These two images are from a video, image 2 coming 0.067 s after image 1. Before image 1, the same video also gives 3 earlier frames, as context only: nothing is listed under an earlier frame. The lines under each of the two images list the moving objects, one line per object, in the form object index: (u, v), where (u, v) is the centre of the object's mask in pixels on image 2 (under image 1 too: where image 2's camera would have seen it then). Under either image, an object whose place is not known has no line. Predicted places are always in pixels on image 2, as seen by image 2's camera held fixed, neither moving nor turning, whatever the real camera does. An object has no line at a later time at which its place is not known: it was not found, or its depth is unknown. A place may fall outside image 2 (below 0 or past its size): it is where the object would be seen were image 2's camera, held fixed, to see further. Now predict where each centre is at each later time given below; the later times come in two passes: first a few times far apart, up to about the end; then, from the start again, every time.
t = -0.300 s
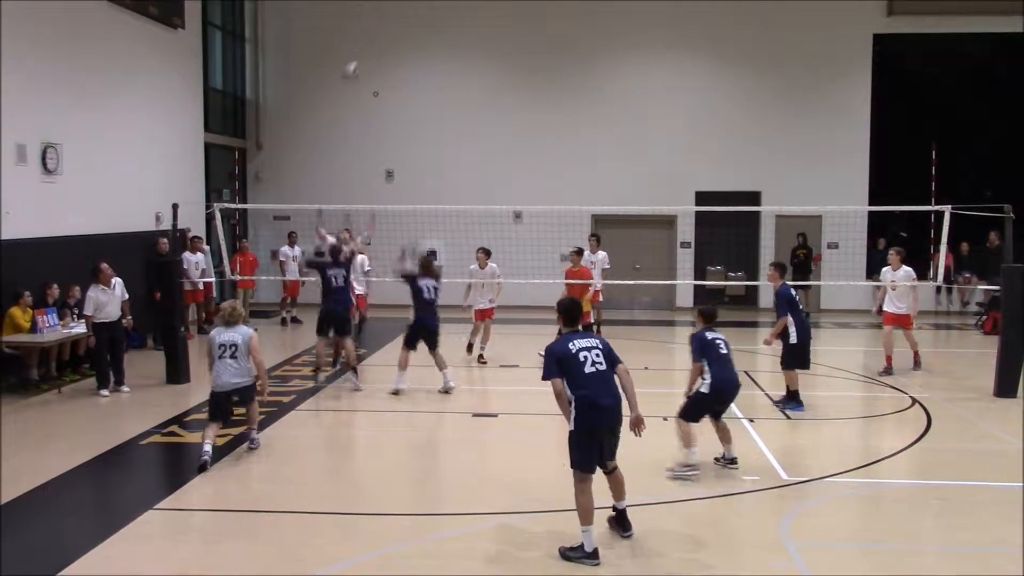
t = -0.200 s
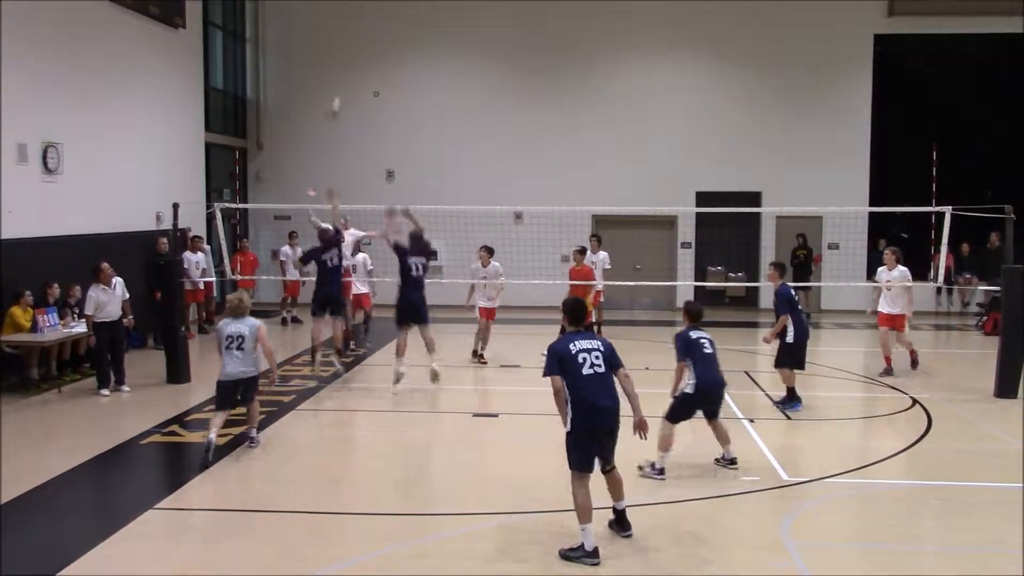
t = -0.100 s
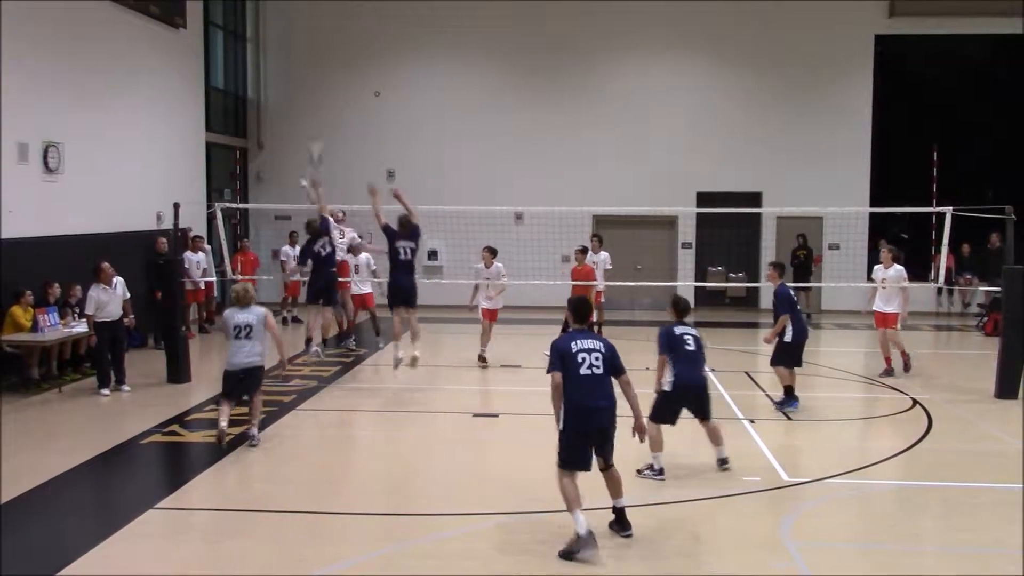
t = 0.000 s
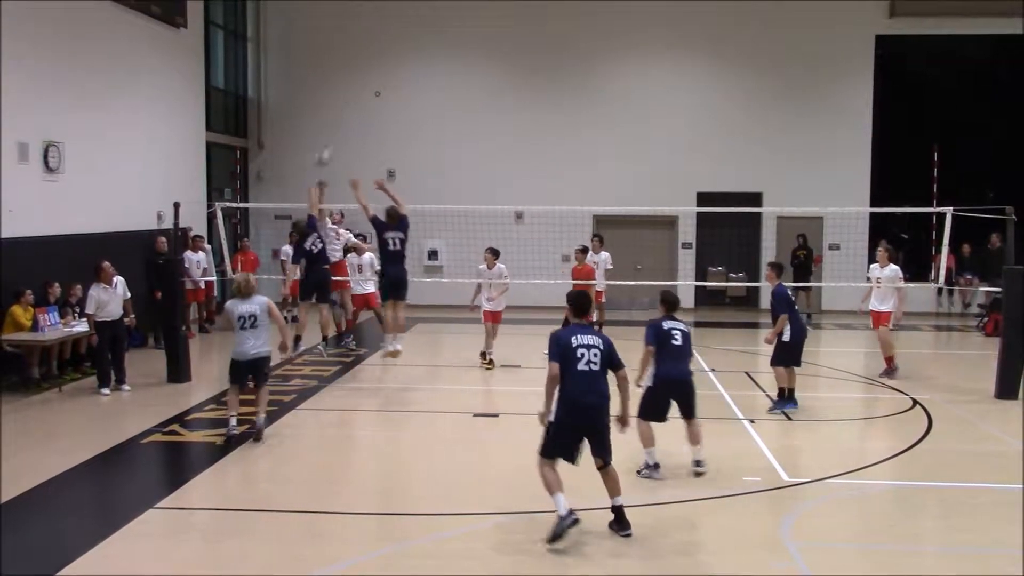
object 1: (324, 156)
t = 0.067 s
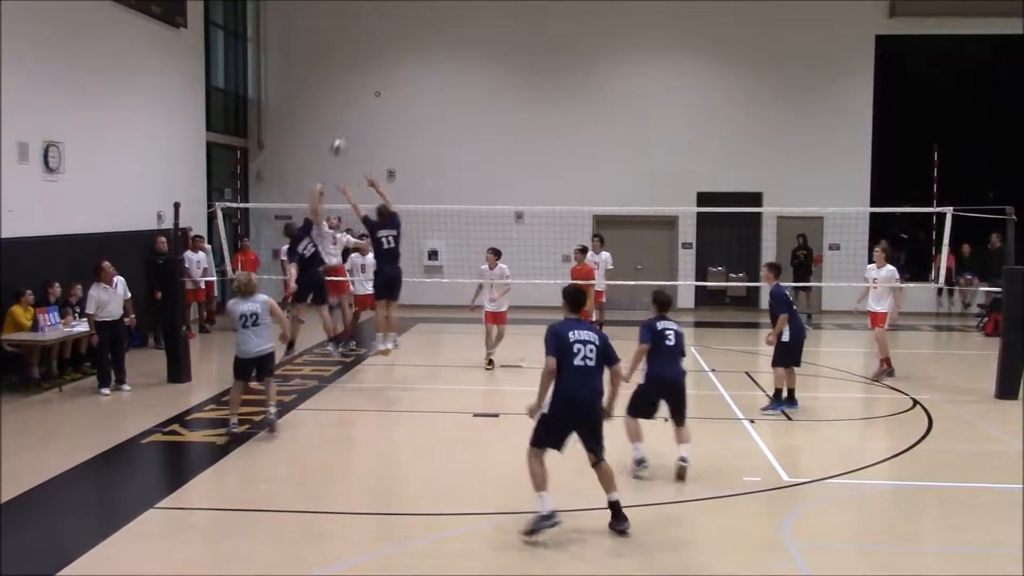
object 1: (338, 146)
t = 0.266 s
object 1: (382, 127)
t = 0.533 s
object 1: (437, 147)
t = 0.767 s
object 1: (485, 203)
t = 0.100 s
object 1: (343, 141)
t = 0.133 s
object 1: (351, 135)
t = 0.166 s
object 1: (358, 132)
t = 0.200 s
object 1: (365, 129)
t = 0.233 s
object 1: (372, 128)
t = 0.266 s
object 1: (382, 127)
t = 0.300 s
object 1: (387, 127)
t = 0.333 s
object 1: (395, 127)
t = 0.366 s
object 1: (401, 128)
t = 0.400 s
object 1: (409, 131)
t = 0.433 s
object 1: (417, 134)
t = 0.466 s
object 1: (425, 137)
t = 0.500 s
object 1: (431, 142)
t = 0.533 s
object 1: (437, 147)
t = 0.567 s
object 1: (444, 153)
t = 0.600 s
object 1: (452, 160)
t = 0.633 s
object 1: (460, 169)
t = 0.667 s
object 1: (465, 177)
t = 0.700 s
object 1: (473, 187)
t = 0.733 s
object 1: (480, 197)
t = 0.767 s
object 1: (485, 203)
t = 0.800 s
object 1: (488, 205)
